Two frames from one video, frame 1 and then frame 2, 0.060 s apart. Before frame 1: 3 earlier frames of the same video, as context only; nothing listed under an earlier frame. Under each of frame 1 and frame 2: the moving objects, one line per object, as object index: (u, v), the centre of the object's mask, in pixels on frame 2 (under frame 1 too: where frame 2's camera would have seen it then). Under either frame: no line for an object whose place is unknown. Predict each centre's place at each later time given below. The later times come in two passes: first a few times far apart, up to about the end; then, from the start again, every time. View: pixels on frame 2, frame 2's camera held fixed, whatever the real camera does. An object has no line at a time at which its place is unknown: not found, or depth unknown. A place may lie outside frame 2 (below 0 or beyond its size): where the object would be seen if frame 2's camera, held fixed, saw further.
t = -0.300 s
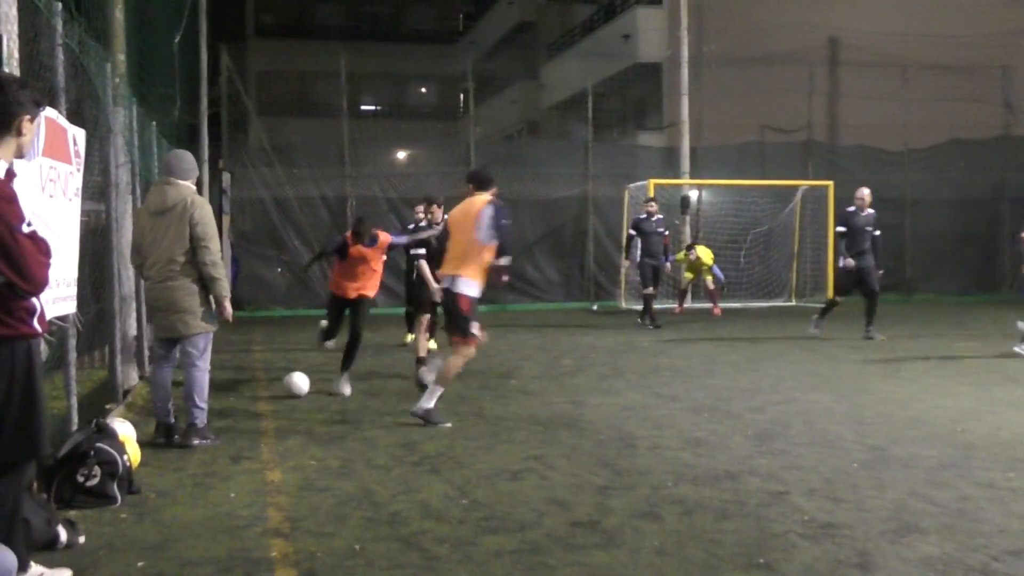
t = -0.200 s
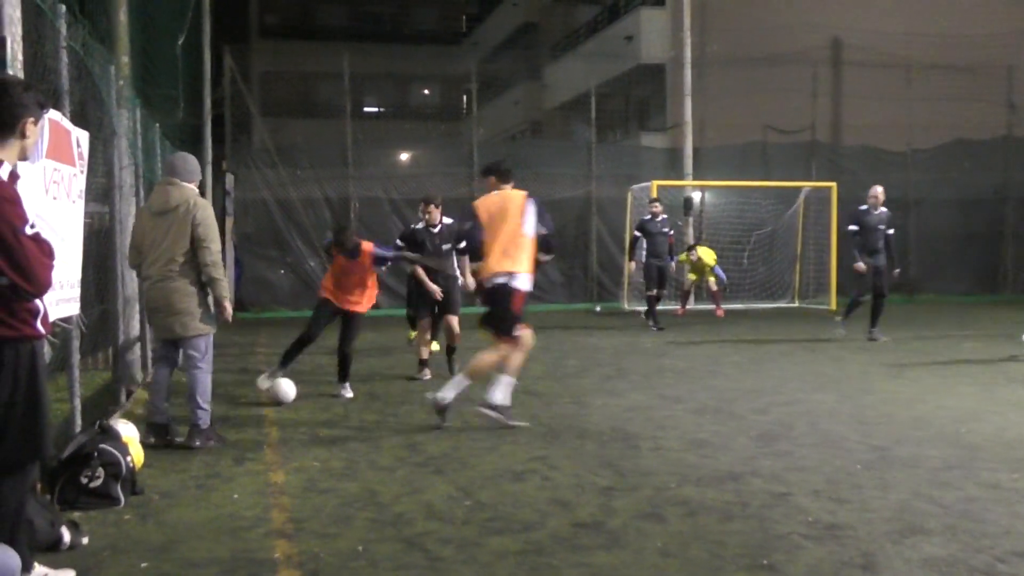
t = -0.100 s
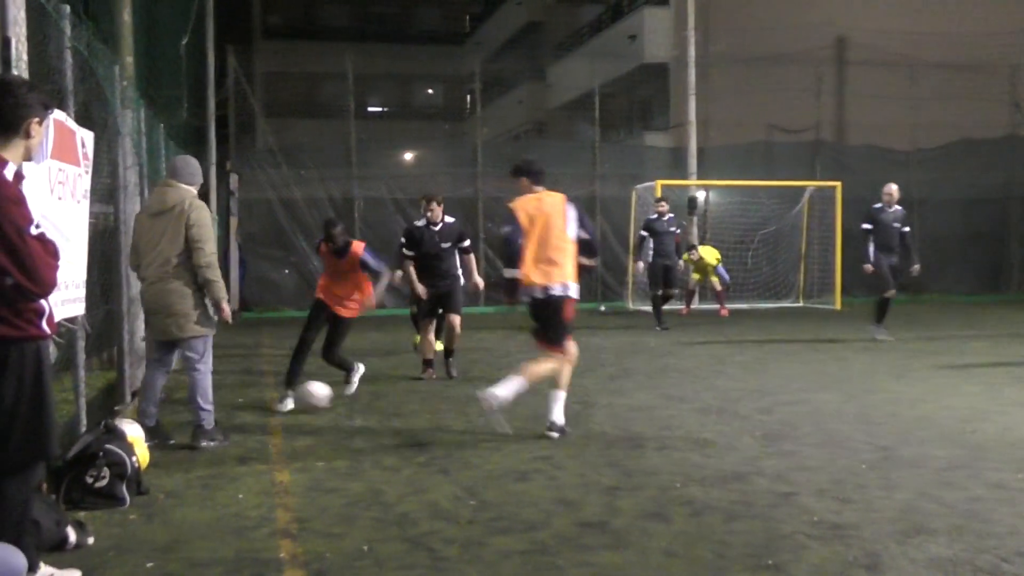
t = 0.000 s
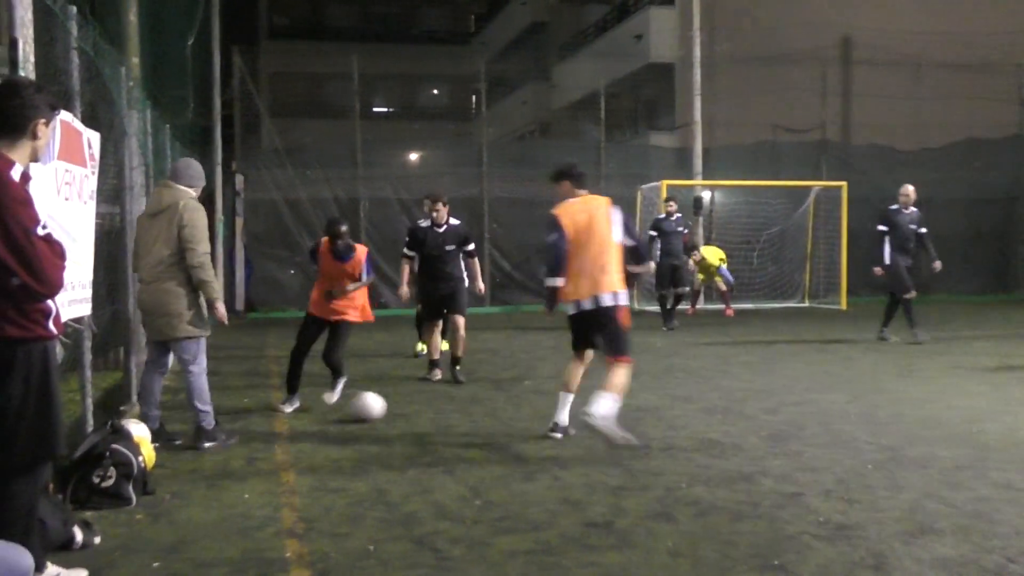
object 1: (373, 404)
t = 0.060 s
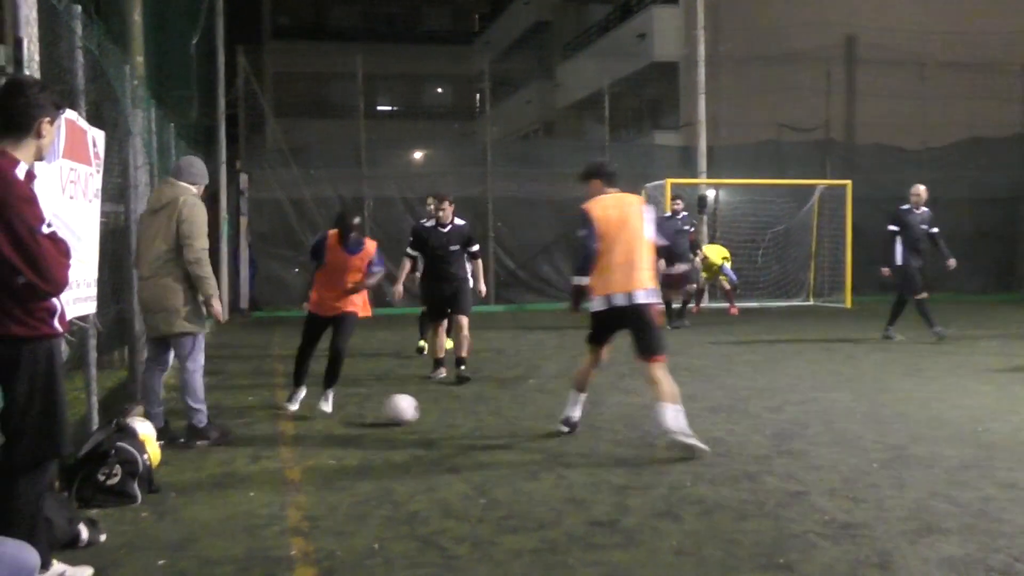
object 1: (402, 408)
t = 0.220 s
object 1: (470, 422)
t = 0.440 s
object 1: (560, 446)
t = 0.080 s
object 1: (411, 411)
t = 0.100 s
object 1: (420, 412)
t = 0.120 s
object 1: (430, 413)
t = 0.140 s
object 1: (438, 414)
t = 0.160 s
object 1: (446, 417)
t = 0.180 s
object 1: (455, 420)
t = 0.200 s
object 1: (463, 421)
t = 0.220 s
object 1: (470, 422)
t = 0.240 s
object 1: (478, 424)
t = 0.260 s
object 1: (487, 427)
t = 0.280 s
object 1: (496, 428)
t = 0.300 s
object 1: (503, 429)
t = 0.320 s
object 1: (511, 431)
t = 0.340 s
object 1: (519, 435)
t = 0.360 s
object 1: (527, 436)
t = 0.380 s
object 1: (535, 438)
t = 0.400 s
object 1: (544, 440)
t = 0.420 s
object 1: (552, 443)
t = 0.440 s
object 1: (560, 446)
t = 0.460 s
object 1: (569, 447)
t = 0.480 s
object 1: (577, 449)
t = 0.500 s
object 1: (586, 452)
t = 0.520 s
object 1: (595, 454)
